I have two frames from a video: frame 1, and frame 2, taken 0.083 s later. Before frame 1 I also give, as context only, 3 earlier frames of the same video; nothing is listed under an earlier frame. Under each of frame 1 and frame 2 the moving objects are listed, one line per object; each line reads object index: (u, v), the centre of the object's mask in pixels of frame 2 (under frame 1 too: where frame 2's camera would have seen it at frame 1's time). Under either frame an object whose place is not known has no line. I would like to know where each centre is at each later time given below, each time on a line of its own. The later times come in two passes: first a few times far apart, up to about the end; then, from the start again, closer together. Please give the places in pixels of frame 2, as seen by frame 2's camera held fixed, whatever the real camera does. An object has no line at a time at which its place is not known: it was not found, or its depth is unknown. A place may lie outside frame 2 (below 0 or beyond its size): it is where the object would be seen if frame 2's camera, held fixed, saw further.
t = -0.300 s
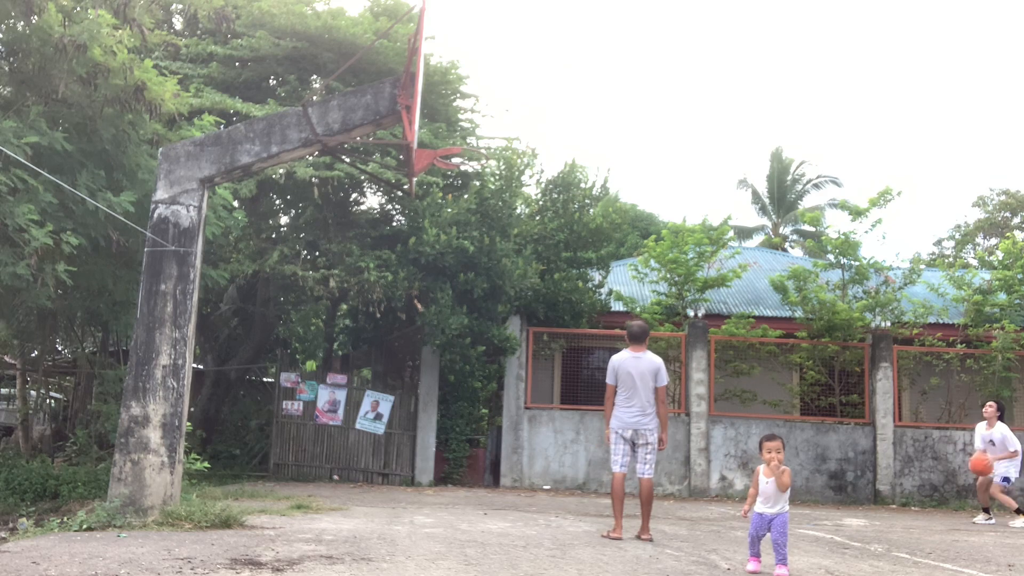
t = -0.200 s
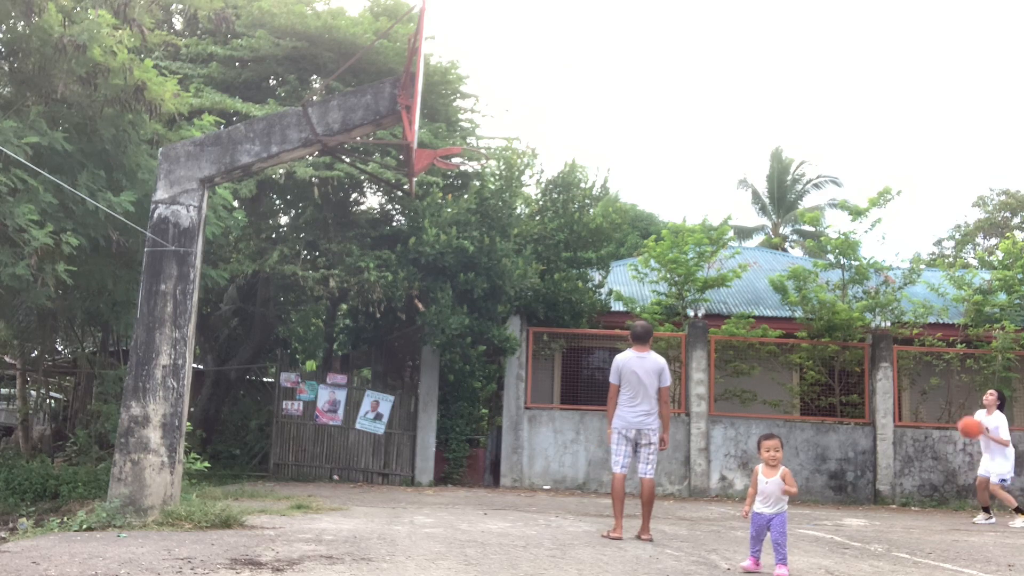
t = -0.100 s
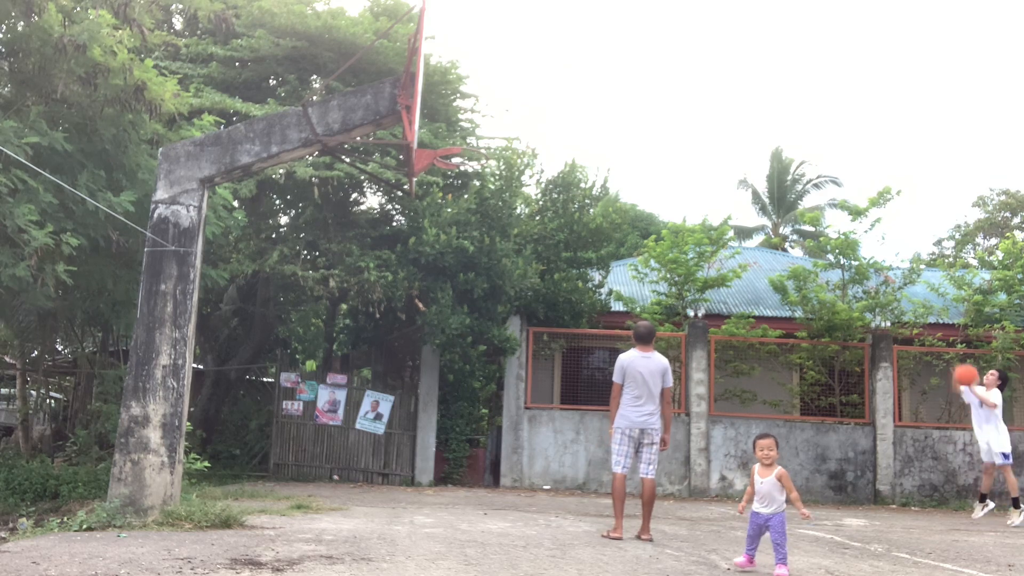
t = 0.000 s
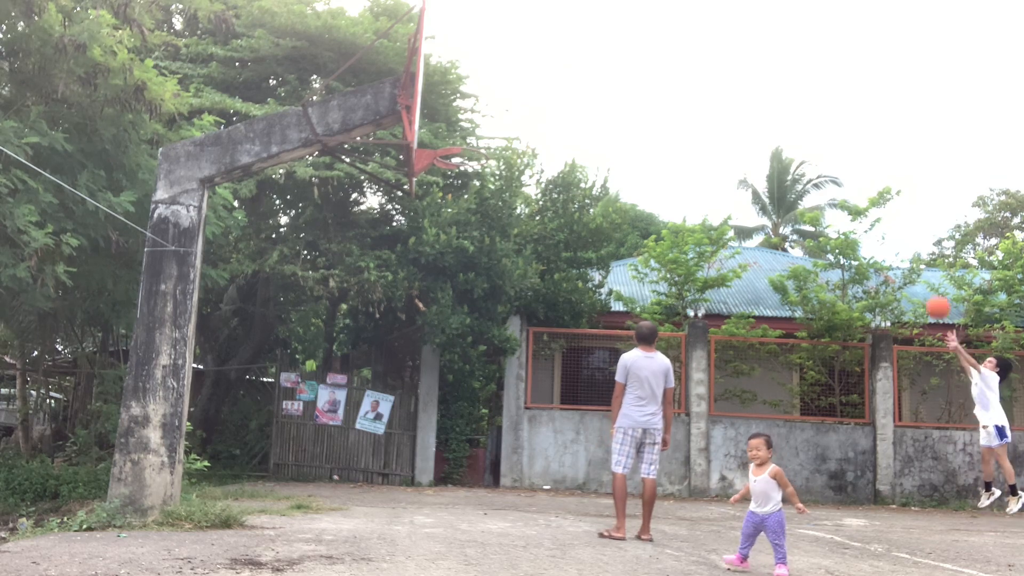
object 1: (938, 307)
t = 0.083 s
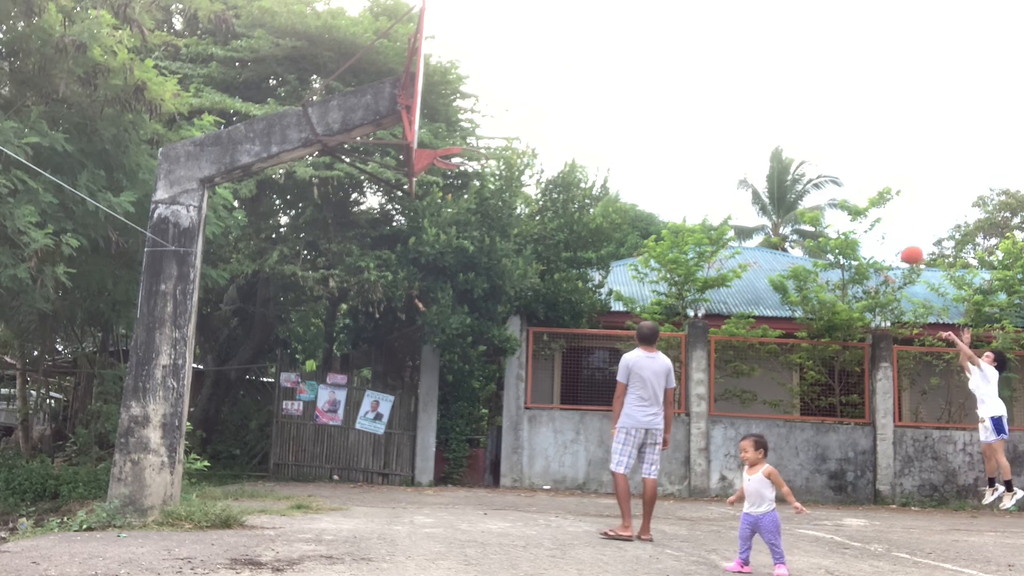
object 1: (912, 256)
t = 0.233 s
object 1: (864, 172)
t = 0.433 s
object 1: (799, 89)
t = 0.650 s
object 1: (724, 37)
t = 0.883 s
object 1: (638, 27)
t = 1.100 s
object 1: (549, 70)
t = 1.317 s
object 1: (452, 159)
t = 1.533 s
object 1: (469, 240)
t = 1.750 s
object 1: (493, 365)
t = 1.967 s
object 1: (516, 490)
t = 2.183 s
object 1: (555, 393)
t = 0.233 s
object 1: (864, 172)
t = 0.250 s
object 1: (859, 164)
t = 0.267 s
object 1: (853, 156)
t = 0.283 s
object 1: (848, 148)
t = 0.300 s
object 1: (843, 141)
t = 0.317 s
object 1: (837, 134)
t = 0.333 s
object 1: (831, 127)
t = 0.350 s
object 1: (826, 120)
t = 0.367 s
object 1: (821, 113)
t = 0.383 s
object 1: (815, 107)
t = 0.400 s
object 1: (810, 101)
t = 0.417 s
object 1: (804, 95)
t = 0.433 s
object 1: (799, 89)
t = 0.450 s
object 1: (793, 84)
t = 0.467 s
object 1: (787, 79)
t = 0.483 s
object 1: (782, 74)
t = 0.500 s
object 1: (776, 69)
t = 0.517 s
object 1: (771, 65)
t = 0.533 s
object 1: (765, 60)
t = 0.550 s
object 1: (759, 56)
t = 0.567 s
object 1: (753, 53)
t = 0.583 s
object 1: (747, 49)
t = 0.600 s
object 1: (742, 46)
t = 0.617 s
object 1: (736, 42)
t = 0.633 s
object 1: (730, 40)
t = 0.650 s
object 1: (724, 37)
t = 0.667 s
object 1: (718, 34)
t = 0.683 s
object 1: (712, 32)
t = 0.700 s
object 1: (706, 31)
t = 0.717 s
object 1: (700, 29)
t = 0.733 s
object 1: (694, 27)
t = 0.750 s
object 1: (688, 26)
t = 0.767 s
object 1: (682, 25)
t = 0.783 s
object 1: (676, 25)
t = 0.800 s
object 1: (670, 24)
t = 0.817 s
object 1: (664, 24)
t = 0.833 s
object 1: (657, 24)
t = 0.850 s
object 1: (651, 25)
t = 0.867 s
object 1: (645, 26)
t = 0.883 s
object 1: (638, 27)
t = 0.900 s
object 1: (632, 28)
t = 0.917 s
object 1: (625, 30)
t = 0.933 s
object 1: (618, 32)
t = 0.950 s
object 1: (612, 34)
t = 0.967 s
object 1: (605, 37)
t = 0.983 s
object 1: (598, 40)
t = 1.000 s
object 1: (591, 43)
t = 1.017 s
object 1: (585, 47)
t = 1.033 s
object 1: (577, 51)
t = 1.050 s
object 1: (571, 55)
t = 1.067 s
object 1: (564, 60)
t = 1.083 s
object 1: (557, 65)
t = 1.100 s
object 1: (549, 70)
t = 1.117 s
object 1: (542, 76)
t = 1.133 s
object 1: (534, 81)
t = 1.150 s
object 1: (527, 87)
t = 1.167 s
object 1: (519, 94)
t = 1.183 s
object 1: (512, 101)
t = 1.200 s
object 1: (504, 108)
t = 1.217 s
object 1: (496, 115)
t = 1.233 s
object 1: (487, 124)
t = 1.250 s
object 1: (478, 133)
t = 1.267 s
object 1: (471, 140)
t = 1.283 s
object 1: (466, 148)
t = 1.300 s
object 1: (459, 154)
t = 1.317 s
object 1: (452, 159)
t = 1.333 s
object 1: (448, 165)
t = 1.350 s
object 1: (447, 169)
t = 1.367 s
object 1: (449, 175)
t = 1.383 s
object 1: (451, 179)
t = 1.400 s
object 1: (453, 185)
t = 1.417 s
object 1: (455, 190)
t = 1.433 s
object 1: (458, 197)
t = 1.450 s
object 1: (460, 203)
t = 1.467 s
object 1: (462, 210)
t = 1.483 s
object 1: (464, 217)
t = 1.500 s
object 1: (466, 224)
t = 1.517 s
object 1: (467, 232)
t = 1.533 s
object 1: (469, 240)
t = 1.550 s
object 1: (471, 248)
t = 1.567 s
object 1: (473, 256)
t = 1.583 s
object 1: (475, 264)
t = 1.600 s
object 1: (477, 273)
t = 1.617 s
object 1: (479, 282)
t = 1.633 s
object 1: (481, 292)
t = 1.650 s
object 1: (483, 301)
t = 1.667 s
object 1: (485, 311)
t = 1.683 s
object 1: (486, 321)
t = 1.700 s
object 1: (488, 332)
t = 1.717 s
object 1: (490, 343)
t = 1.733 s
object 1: (492, 354)
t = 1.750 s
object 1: (493, 365)
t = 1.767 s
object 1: (495, 376)
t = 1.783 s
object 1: (496, 388)
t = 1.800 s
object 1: (498, 399)
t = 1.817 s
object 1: (500, 412)
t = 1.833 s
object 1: (501, 424)
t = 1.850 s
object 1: (503, 437)
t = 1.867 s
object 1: (504, 450)
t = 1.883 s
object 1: (506, 464)
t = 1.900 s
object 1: (507, 477)
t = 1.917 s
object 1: (509, 491)
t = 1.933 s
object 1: (511, 505)
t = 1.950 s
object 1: (513, 501)
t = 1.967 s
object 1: (516, 490)
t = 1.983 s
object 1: (520, 481)
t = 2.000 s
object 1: (523, 471)
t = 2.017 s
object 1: (525, 463)
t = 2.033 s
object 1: (528, 454)
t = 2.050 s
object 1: (532, 446)
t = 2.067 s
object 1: (535, 438)
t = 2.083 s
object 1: (538, 430)
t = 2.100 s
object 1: (540, 423)
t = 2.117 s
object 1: (543, 417)
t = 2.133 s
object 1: (546, 410)
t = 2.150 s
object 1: (549, 404)
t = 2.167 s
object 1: (552, 398)
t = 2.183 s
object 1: (555, 393)
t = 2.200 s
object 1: (557, 388)
